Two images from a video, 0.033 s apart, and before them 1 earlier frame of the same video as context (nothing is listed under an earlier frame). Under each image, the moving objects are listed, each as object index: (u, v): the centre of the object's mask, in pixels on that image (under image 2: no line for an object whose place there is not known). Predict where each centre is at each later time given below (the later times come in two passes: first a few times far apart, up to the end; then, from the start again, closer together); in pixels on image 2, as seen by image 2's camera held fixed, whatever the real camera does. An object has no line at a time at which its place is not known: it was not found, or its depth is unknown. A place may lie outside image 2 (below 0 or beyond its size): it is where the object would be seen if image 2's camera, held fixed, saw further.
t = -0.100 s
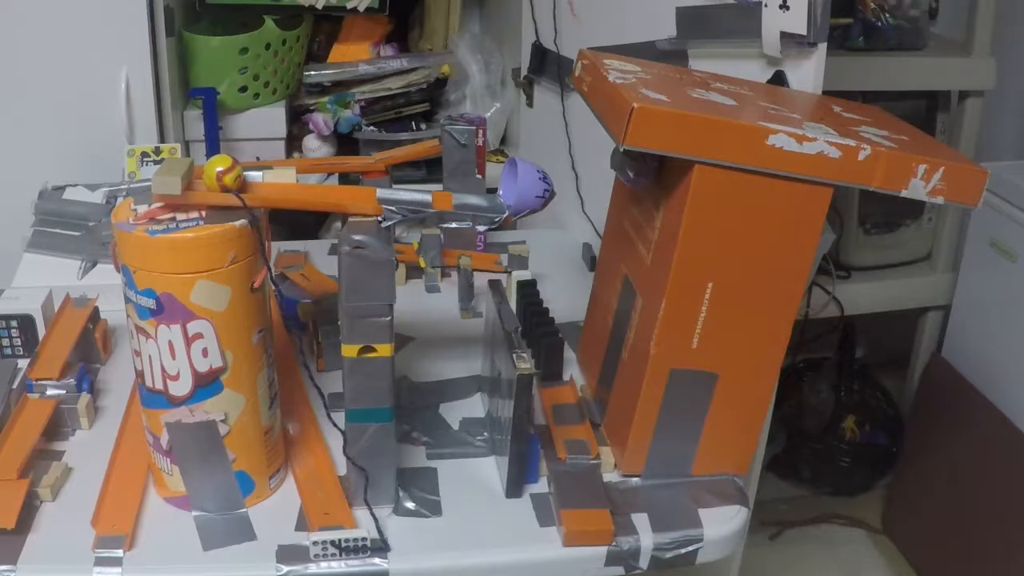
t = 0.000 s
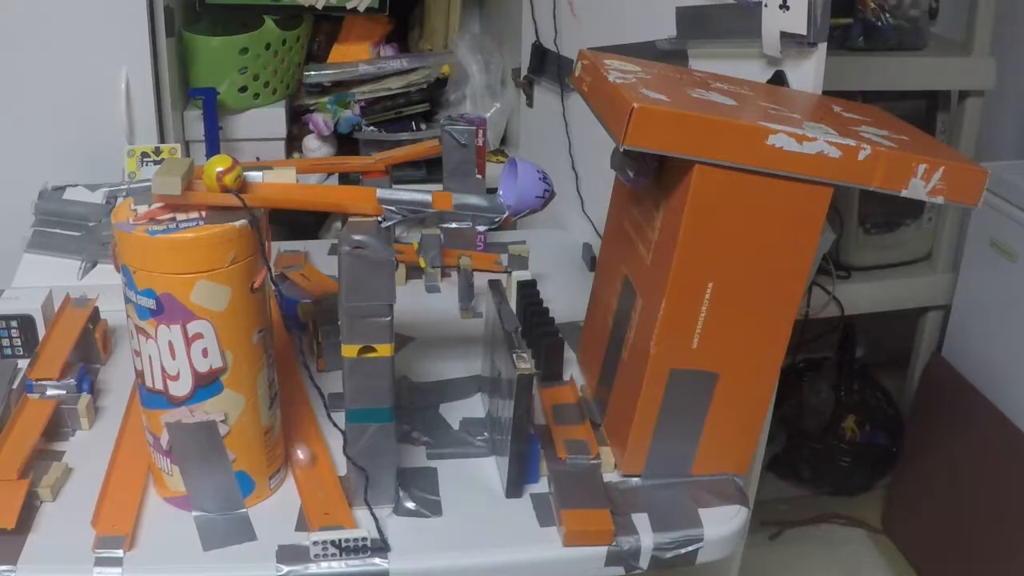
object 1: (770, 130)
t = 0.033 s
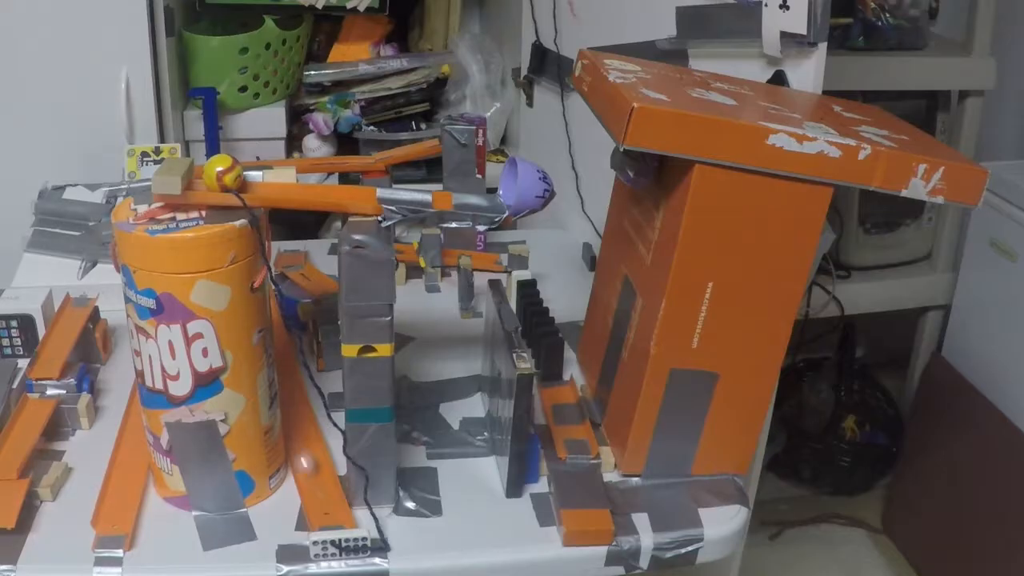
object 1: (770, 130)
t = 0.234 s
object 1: (770, 130)
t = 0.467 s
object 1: (770, 130)
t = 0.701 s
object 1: (770, 130)
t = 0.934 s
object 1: (770, 130)
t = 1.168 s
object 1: (770, 130)
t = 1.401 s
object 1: (770, 130)
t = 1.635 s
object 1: (770, 130)
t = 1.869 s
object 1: (793, 135)
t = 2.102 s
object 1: (820, 154)
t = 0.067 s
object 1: (770, 130)
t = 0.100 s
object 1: (770, 130)
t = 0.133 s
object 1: (770, 130)
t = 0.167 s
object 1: (770, 130)
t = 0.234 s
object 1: (770, 130)
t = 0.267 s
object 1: (770, 129)
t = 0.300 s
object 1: (770, 130)
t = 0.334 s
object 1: (770, 130)
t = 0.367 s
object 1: (770, 130)
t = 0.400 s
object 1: (770, 129)
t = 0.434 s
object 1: (770, 130)
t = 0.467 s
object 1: (770, 130)
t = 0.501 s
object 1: (770, 129)
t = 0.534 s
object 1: (770, 129)
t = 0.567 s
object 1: (770, 130)
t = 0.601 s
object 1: (770, 129)
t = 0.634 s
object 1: (770, 129)
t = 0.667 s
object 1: (770, 129)
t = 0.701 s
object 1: (770, 130)
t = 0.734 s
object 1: (770, 130)
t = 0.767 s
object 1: (770, 130)
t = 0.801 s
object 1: (770, 130)
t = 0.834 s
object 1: (770, 130)
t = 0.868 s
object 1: (770, 130)
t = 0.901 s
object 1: (770, 129)
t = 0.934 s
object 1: (770, 130)
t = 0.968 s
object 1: (770, 130)
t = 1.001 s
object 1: (770, 129)
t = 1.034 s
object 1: (770, 130)
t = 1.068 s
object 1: (770, 129)
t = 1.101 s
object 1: (770, 129)
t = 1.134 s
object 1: (770, 129)
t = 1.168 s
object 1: (770, 130)
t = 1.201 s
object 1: (770, 130)
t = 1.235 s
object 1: (770, 130)
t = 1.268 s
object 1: (770, 130)
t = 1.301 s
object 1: (770, 130)
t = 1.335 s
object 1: (770, 130)
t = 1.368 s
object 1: (770, 130)
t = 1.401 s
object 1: (770, 130)
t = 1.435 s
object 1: (770, 130)
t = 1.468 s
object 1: (770, 130)
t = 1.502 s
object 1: (770, 130)
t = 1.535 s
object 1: (770, 130)
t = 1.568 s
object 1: (770, 130)
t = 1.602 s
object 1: (770, 130)
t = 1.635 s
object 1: (770, 130)
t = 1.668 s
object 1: (774, 131)
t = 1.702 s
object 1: (774, 130)
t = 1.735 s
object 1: (779, 131)
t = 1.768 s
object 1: (783, 132)
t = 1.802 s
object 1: (787, 133)
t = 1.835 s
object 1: (791, 134)
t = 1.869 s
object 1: (793, 135)
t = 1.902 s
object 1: (795, 135)
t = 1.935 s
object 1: (798, 135)
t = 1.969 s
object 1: (800, 137)
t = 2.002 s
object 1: (804, 139)
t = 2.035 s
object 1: (807, 142)
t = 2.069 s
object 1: (813, 147)
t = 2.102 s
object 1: (820, 154)
